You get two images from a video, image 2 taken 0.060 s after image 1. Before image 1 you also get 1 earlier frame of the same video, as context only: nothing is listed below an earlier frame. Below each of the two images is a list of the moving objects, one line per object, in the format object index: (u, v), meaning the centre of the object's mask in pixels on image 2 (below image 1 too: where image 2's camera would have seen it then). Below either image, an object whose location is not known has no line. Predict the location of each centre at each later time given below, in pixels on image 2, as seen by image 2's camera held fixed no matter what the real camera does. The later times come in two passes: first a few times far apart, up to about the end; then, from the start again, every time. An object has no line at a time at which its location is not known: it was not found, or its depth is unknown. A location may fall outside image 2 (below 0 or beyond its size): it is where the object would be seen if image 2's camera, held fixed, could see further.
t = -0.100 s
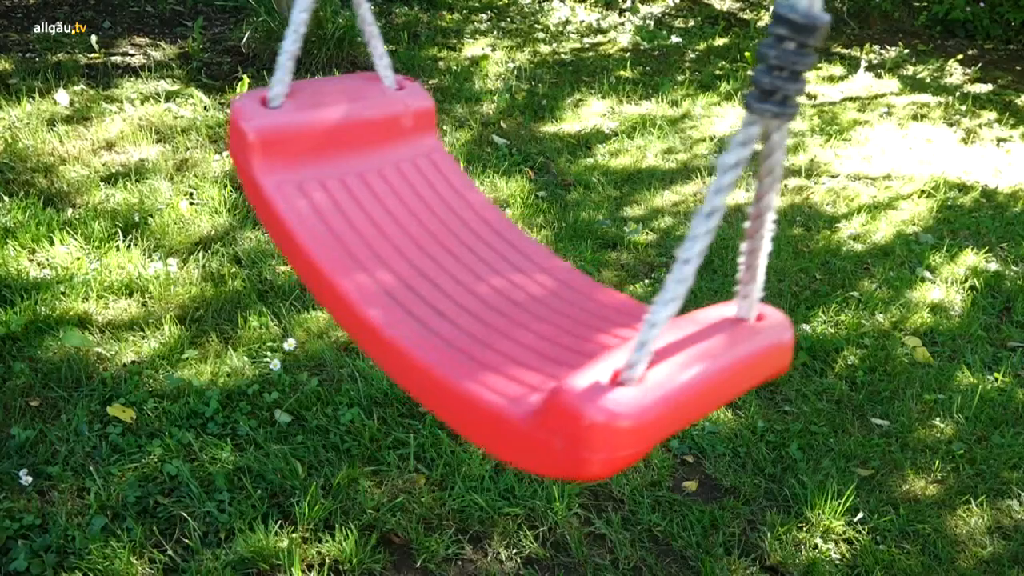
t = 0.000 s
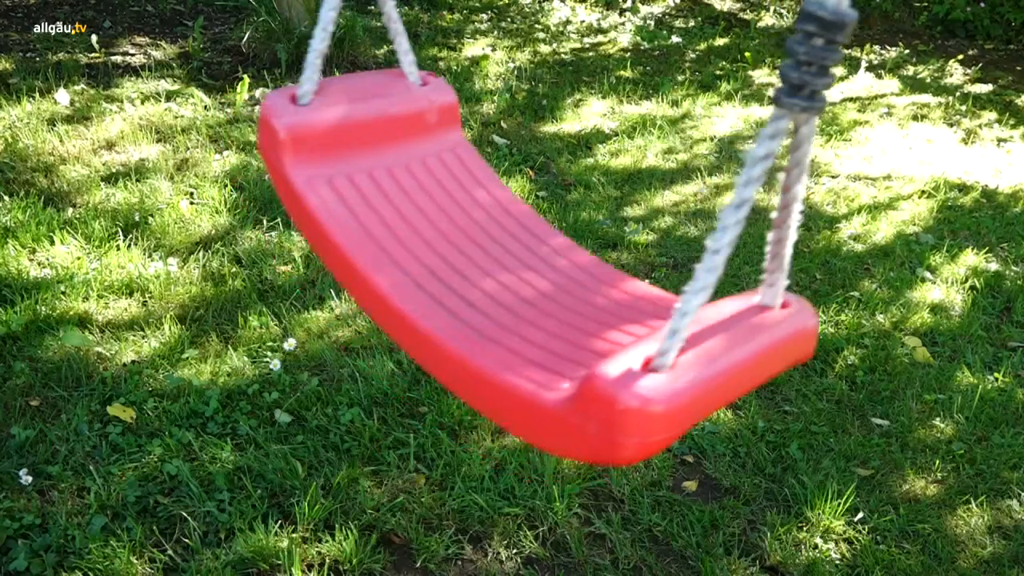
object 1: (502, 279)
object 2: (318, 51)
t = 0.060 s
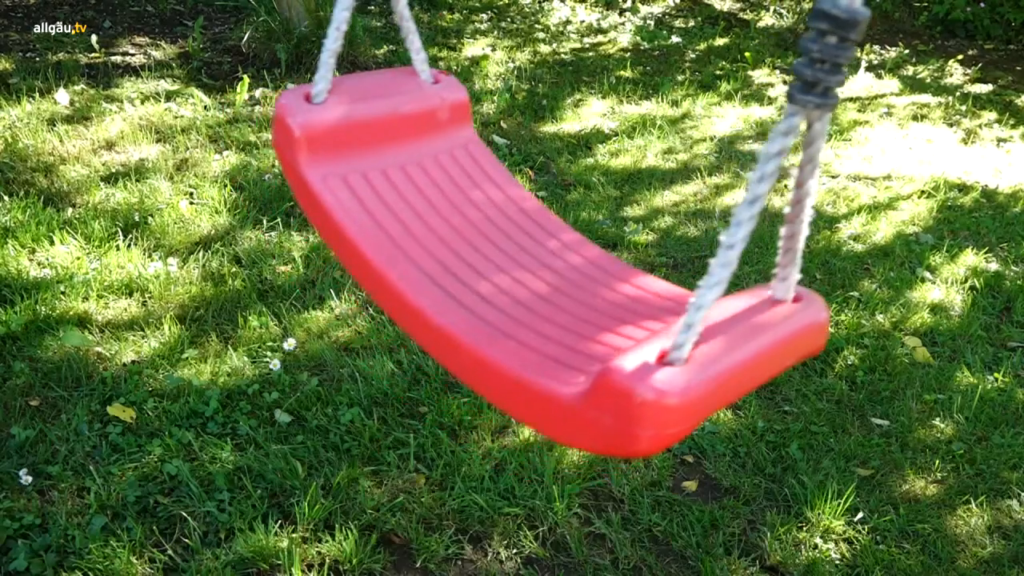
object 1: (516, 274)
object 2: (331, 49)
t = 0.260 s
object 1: (545, 265)
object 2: (359, 49)
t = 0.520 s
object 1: (537, 269)
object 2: (352, 49)
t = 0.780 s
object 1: (481, 289)
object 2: (298, 50)
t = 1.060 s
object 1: (382, 319)
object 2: (203, 50)
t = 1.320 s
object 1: (289, 341)
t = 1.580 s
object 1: (247, 346)
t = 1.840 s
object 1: (284, 340)
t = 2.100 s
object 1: (374, 319)
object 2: (188, 51)
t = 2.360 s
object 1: (467, 293)
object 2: (281, 50)
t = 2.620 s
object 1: (528, 272)
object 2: (344, 48)
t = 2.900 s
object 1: (543, 267)
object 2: (358, 47)
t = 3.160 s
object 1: (506, 280)
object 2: (321, 49)
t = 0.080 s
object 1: (520, 273)
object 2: (336, 50)
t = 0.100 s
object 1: (524, 271)
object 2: (339, 50)
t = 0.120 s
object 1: (527, 270)
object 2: (343, 49)
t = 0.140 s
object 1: (531, 269)
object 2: (346, 49)
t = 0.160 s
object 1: (534, 268)
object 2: (349, 49)
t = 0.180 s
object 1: (536, 267)
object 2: (351, 49)
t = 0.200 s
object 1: (539, 267)
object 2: (354, 49)
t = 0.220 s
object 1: (541, 266)
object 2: (356, 49)
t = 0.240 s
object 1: (543, 266)
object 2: (358, 48)
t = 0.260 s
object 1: (545, 265)
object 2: (359, 49)
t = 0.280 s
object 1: (546, 265)
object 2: (361, 48)
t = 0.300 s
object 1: (546, 265)
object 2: (362, 49)
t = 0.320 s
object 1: (547, 264)
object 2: (362, 49)
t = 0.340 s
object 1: (547, 264)
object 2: (362, 49)
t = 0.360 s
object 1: (547, 264)
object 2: (362, 49)
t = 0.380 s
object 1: (547, 264)
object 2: (362, 49)
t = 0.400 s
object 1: (546, 265)
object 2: (362, 49)
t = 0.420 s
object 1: (546, 265)
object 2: (361, 49)
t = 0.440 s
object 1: (544, 266)
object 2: (359, 49)
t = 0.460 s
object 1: (543, 266)
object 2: (358, 49)
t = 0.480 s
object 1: (541, 267)
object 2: (357, 49)
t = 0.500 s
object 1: (539, 268)
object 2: (354, 49)
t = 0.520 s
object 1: (537, 269)
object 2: (352, 49)
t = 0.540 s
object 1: (534, 270)
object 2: (349, 50)
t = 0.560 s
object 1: (531, 271)
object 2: (347, 49)
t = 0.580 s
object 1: (528, 272)
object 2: (344, 49)
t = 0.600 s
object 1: (525, 273)
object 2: (340, 49)
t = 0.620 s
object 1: (521, 275)
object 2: (337, 49)
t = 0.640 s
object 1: (517, 276)
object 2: (333, 49)
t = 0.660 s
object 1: (513, 278)
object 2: (328, 49)
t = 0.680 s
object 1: (508, 280)
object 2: (324, 50)
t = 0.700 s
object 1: (503, 281)
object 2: (319, 50)
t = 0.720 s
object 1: (498, 283)
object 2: (314, 50)
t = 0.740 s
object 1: (493, 285)
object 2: (309, 50)
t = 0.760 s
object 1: (487, 287)
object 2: (303, 50)
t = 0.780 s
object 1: (481, 289)
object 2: (298, 50)
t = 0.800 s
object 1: (475, 291)
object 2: (292, 50)
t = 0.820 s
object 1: (469, 293)
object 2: (286, 51)
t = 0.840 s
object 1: (463, 295)
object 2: (280, 50)
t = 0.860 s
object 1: (456, 297)
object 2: (273, 50)
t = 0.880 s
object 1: (449, 300)
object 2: (267, 51)
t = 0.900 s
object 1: (442, 302)
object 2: (260, 51)
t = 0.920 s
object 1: (434, 304)
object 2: (253, 51)
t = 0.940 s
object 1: (428, 306)
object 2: (246, 51)
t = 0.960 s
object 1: (420, 308)
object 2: (239, 51)
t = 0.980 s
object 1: (413, 310)
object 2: (232, 51)
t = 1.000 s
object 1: (405, 313)
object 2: (225, 51)
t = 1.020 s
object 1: (397, 315)
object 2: (217, 51)
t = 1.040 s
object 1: (389, 317)
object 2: (210, 51)
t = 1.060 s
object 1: (382, 319)
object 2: (203, 50)
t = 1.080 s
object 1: (374, 321)
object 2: (196, 50)
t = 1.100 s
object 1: (367, 323)
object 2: (189, 50)
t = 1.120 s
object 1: (359, 325)
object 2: (181, 51)
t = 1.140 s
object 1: (351, 327)
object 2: (173, 51)
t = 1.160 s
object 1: (344, 329)
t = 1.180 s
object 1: (337, 331)
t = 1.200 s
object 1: (329, 333)
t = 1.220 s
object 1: (322, 335)
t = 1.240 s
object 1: (315, 336)
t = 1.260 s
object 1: (308, 337)
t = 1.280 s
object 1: (301, 338)
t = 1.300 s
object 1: (295, 339)
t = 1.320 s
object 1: (289, 341)
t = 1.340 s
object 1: (283, 341)
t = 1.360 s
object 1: (278, 342)
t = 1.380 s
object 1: (273, 342)
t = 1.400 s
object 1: (268, 343)
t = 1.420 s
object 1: (263, 343)
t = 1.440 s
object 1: (259, 344)
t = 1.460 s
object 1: (256, 344)
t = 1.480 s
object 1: (253, 345)
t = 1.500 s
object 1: (251, 345)
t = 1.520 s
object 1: (249, 346)
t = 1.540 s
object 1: (248, 346)
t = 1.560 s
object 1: (248, 346)
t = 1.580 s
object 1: (247, 346)
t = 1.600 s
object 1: (247, 346)
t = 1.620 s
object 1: (248, 346)
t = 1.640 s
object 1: (248, 346)
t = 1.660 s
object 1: (250, 345)
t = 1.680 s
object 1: (252, 345)
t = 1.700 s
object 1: (254, 344)
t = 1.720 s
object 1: (257, 344)
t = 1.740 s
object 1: (260, 343)
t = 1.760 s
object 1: (264, 343)
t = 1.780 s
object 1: (268, 342)
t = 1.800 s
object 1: (273, 341)
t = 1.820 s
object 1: (279, 341)
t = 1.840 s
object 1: (284, 340)
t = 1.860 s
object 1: (289, 339)
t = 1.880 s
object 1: (295, 338)
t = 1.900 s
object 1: (302, 336)
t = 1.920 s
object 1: (308, 336)
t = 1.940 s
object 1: (315, 334)
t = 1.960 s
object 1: (322, 333)
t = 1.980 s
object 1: (329, 331)
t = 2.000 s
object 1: (336, 329)
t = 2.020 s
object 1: (344, 327)
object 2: (159, 51)
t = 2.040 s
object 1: (351, 325)
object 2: (166, 51)
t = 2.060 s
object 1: (358, 323)
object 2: (173, 51)
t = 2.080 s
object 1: (366, 322)
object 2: (181, 51)
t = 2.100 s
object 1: (374, 319)
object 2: (188, 51)
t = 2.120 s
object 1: (381, 317)
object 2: (196, 50)
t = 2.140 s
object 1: (389, 315)
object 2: (203, 51)
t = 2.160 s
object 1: (397, 314)
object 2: (211, 51)
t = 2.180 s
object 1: (404, 311)
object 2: (218, 51)
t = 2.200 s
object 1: (412, 309)
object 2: (225, 51)
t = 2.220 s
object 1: (419, 307)
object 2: (232, 51)
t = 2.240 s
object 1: (427, 305)
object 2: (240, 50)
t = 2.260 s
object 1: (434, 303)
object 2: (247, 50)
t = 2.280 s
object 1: (441, 301)
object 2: (254, 51)
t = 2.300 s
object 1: (448, 299)
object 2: (261, 50)
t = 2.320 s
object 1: (454, 297)
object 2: (268, 50)
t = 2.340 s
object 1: (461, 295)
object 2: (275, 50)
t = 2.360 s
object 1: (467, 293)
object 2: (281, 50)
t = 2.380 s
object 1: (473, 291)
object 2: (287, 50)
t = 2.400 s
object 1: (479, 289)
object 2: (293, 49)
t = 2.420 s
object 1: (485, 287)
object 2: (299, 49)
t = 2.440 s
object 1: (490, 285)
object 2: (305, 49)
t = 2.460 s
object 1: (495, 283)
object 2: (310, 49)
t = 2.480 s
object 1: (500, 282)
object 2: (315, 49)
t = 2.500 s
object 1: (505, 280)
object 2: (320, 48)
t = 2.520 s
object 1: (510, 279)
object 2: (325, 48)
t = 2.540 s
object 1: (514, 277)
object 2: (329, 48)
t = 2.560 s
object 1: (518, 276)
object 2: (333, 48)
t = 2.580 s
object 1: (521, 274)
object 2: (337, 48)
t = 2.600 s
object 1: (525, 274)
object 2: (340, 48)
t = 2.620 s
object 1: (528, 272)
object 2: (344, 48)
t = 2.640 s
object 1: (531, 271)
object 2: (347, 48)
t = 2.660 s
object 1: (534, 270)
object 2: (349, 47)
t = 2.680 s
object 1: (536, 269)
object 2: (352, 48)
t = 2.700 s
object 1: (538, 269)
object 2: (354, 47)
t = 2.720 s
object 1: (540, 268)
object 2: (356, 48)
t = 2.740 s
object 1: (542, 268)
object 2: (357, 48)
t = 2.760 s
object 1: (543, 267)
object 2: (358, 48)
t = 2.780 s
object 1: (544, 267)
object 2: (359, 47)
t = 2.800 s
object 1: (544, 267)
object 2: (360, 47)
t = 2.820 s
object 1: (544, 267)
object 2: (360, 47)
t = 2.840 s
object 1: (545, 267)
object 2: (360, 48)
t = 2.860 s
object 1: (544, 267)
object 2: (360, 48)
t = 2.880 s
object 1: (544, 267)
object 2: (359, 47)
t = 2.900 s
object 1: (543, 267)
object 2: (358, 47)
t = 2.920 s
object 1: (542, 268)
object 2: (357, 48)
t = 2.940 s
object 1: (541, 268)
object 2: (356, 48)
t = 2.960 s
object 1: (539, 269)
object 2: (354, 48)
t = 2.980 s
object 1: (537, 269)
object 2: (352, 48)
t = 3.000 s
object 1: (534, 271)
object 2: (349, 48)
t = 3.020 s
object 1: (532, 271)
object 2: (347, 48)
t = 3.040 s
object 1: (529, 273)
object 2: (344, 48)
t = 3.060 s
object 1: (526, 274)
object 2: (341, 48)
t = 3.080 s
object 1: (522, 275)
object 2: (337, 48)
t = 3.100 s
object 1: (519, 276)
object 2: (334, 49)
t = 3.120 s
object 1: (514, 278)
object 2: (330, 49)
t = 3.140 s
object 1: (510, 279)
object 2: (325, 49)
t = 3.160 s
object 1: (506, 280)
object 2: (321, 49)
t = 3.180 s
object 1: (501, 282)
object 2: (316, 49)
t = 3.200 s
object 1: (496, 284)
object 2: (311, 50)
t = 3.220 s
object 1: (491, 285)
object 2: (306, 50)
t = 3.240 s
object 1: (485, 287)
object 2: (300, 50)
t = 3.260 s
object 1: (480, 288)
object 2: (295, 50)
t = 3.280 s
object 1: (474, 291)
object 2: (289, 51)
